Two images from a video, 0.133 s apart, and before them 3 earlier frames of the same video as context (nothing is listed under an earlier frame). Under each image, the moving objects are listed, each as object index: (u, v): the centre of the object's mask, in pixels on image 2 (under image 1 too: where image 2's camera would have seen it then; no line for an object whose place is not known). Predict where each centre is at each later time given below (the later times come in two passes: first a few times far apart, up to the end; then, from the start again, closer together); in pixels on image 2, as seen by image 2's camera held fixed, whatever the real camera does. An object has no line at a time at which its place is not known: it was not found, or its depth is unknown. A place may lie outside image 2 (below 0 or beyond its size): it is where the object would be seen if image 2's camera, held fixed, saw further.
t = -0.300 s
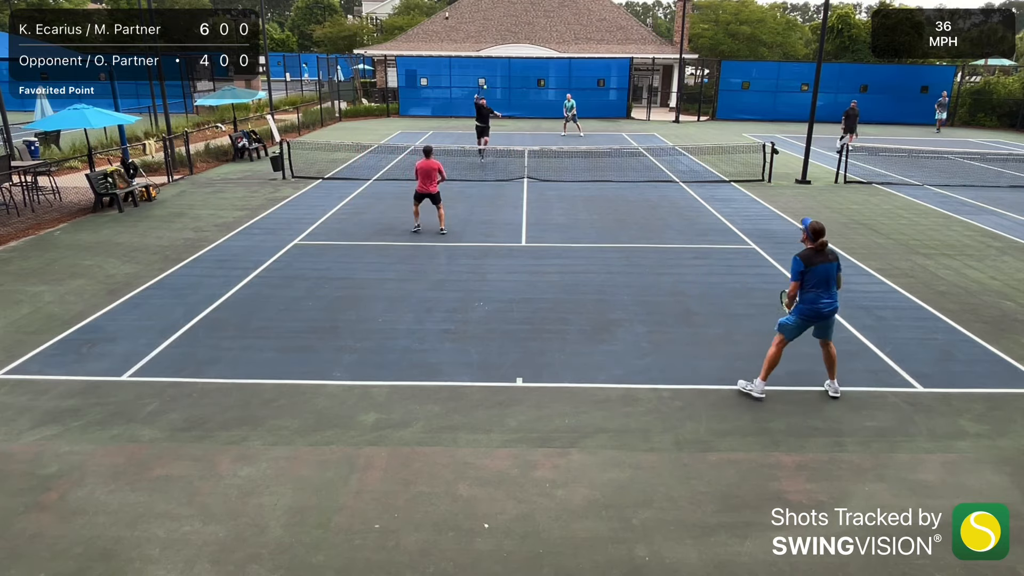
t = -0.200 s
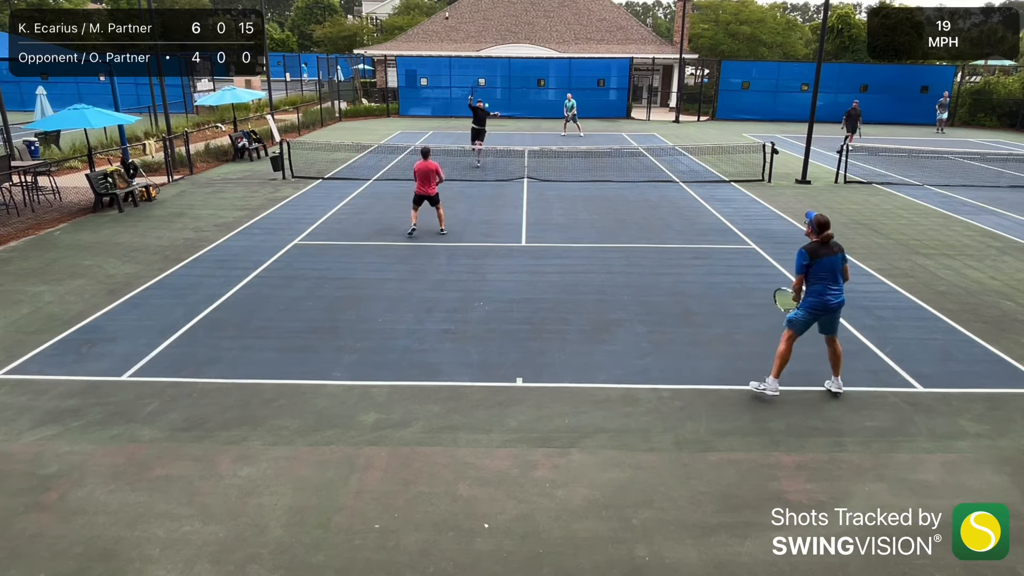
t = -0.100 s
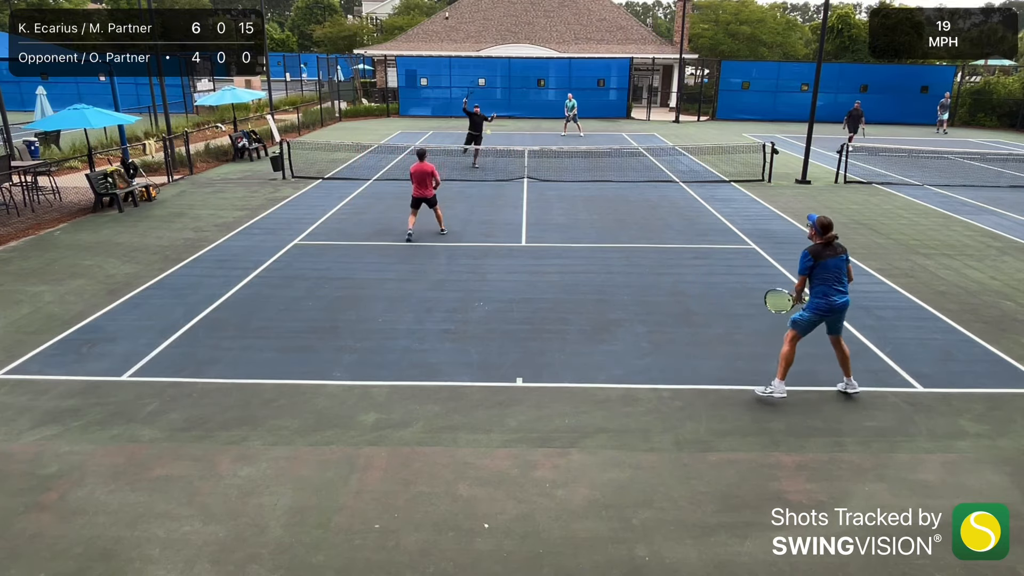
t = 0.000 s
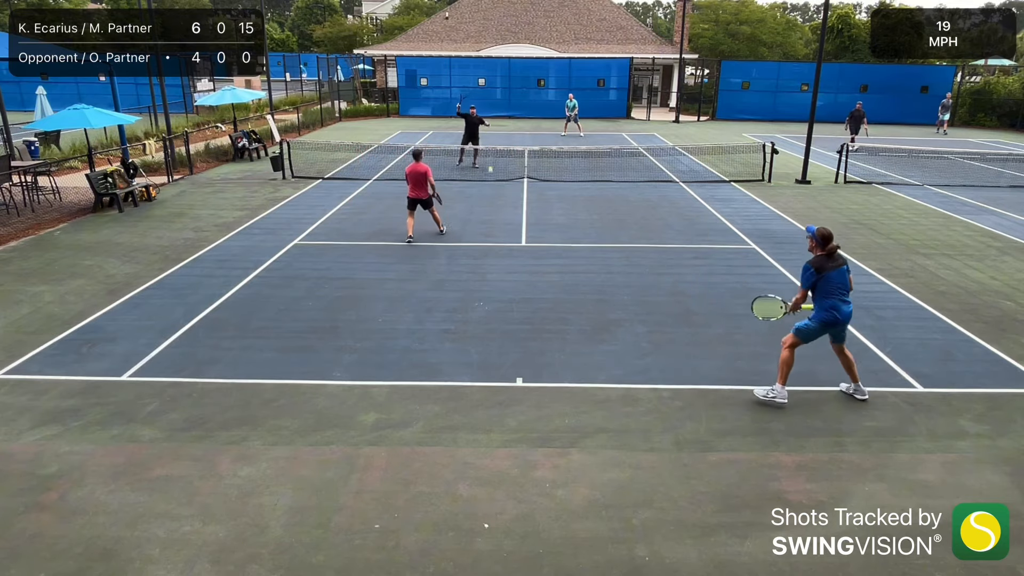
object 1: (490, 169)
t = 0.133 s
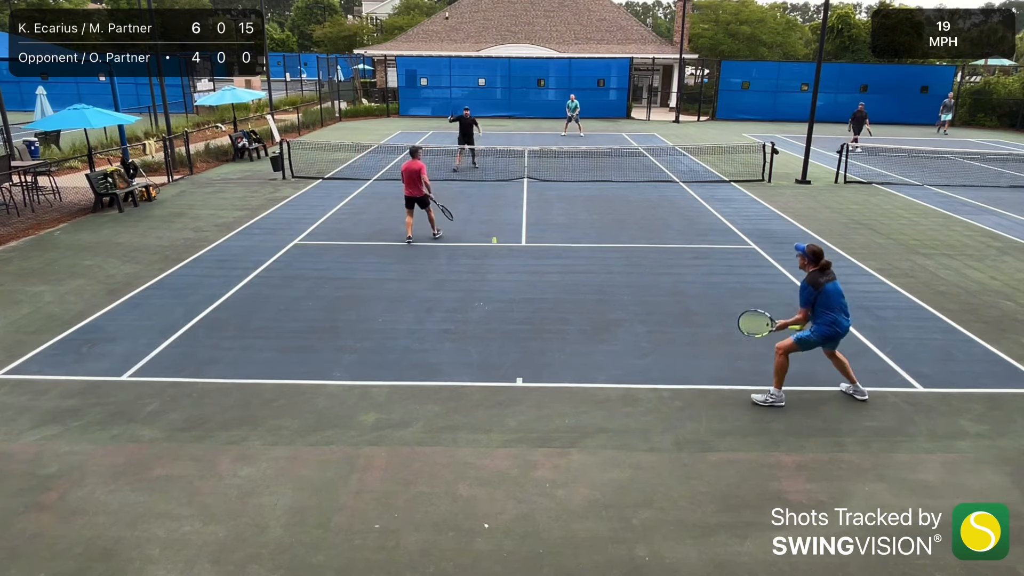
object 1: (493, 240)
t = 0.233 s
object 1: (494, 248)
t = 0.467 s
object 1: (491, 227)
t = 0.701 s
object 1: (485, 252)
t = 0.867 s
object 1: (476, 342)
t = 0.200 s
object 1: (492, 255)
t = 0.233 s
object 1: (494, 248)
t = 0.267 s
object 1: (494, 243)
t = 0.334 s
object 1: (493, 235)
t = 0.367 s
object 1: (493, 232)
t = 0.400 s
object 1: (492, 229)
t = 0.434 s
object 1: (491, 227)
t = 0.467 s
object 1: (491, 227)
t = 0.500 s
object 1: (490, 227)
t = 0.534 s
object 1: (489, 228)
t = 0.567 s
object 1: (489, 231)
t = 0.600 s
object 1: (488, 233)
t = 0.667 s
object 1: (486, 244)
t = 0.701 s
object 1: (485, 252)
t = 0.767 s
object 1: (482, 282)
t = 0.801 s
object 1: (480, 299)
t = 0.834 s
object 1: (478, 318)
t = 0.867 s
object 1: (476, 342)
